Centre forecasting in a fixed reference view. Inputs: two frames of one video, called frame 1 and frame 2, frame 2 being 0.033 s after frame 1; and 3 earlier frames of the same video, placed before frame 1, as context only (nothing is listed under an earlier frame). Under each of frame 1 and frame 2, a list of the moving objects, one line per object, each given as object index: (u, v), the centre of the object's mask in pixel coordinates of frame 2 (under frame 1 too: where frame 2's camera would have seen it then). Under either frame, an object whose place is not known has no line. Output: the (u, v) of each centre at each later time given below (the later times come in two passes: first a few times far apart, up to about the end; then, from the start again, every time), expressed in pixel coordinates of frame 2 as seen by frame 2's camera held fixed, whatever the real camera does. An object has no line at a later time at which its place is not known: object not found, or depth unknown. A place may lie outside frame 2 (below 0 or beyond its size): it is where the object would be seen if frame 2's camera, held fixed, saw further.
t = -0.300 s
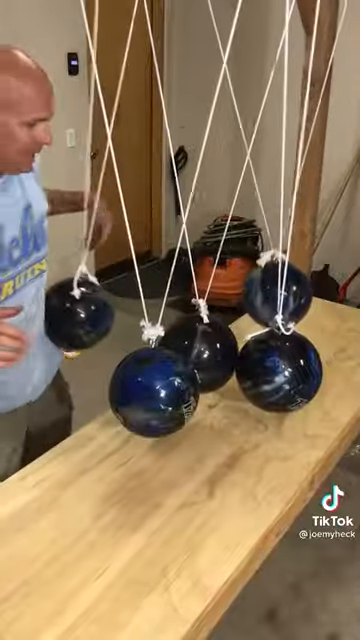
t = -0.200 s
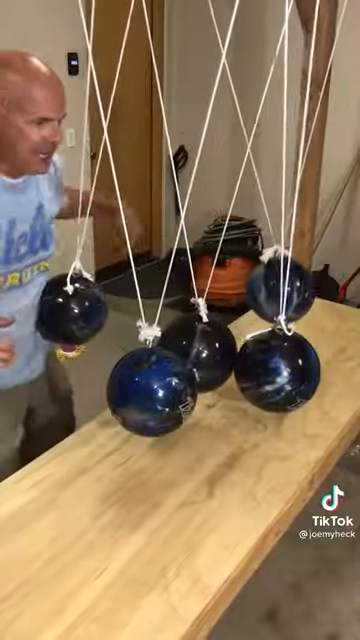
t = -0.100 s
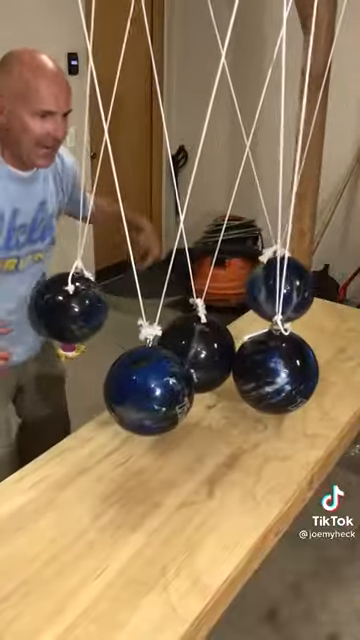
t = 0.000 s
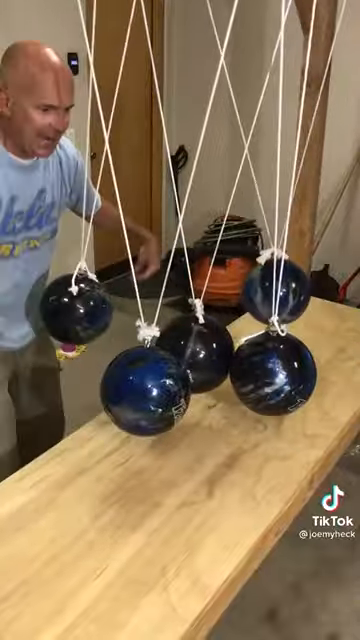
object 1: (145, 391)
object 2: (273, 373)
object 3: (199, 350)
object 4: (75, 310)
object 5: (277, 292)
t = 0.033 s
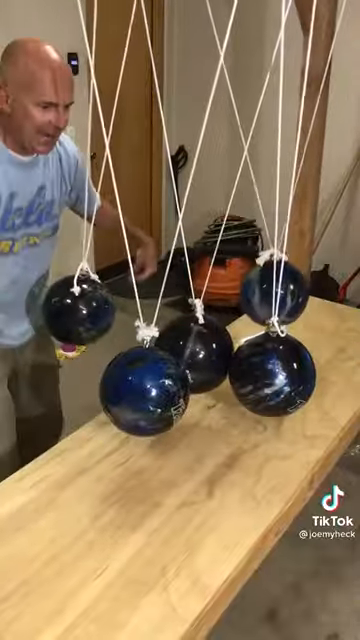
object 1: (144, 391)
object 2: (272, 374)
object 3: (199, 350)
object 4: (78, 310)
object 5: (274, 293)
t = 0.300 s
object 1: (143, 395)
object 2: (268, 383)
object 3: (196, 353)
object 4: (109, 328)
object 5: (248, 311)
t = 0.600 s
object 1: (114, 416)
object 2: (310, 400)
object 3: (191, 364)
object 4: (134, 335)
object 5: (240, 326)
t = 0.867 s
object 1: (81, 429)
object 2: (333, 406)
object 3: (189, 366)
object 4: (135, 337)
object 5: (237, 327)
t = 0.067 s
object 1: (144, 391)
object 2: (272, 376)
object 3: (198, 350)
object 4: (81, 312)
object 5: (272, 295)
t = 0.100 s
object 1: (143, 392)
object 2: (271, 376)
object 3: (197, 351)
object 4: (84, 314)
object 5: (270, 297)
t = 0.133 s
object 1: (142, 392)
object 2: (270, 377)
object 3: (197, 351)
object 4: (89, 316)
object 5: (266, 299)
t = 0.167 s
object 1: (142, 392)
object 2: (270, 379)
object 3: (198, 352)
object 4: (93, 318)
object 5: (261, 302)
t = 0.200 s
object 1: (142, 393)
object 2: (269, 380)
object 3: (197, 352)
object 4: (97, 321)
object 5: (257, 305)
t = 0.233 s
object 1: (142, 393)
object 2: (269, 381)
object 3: (197, 352)
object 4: (101, 324)
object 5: (256, 307)
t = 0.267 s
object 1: (143, 394)
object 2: (269, 381)
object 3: (197, 353)
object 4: (106, 325)
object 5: (252, 309)
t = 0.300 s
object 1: (143, 395)
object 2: (268, 383)
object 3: (196, 353)
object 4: (109, 328)
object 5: (248, 311)
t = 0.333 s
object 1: (143, 396)
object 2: (268, 384)
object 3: (197, 354)
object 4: (112, 330)
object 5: (245, 312)
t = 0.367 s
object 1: (144, 396)
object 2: (268, 384)
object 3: (196, 354)
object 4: (114, 332)
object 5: (241, 315)
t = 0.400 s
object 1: (144, 397)
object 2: (268, 385)
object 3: (195, 354)
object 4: (121, 331)
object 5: (239, 317)
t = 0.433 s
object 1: (141, 400)
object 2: (274, 388)
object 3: (196, 355)
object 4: (129, 328)
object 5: (240, 318)
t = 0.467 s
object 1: (136, 403)
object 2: (282, 391)
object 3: (194, 358)
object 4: (130, 331)
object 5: (240, 320)
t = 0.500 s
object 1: (130, 407)
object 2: (289, 394)
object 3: (192, 360)
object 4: (133, 332)
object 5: (240, 323)
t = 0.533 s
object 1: (126, 410)
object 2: (296, 396)
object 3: (190, 361)
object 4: (131, 333)
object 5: (241, 325)
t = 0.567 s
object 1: (120, 414)
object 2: (303, 398)
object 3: (191, 362)
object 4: (133, 336)
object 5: (241, 325)
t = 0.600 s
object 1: (114, 416)
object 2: (310, 400)
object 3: (191, 364)
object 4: (134, 335)
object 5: (240, 326)
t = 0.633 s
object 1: (109, 419)
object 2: (315, 402)
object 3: (191, 364)
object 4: (135, 336)
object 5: (240, 326)
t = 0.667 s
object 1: (101, 422)
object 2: (319, 403)
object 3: (190, 364)
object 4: (141, 337)
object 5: (240, 327)
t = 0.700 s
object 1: (97, 424)
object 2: (323, 404)
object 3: (191, 365)
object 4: (140, 337)
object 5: (239, 327)
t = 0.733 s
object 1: (92, 425)
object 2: (325, 405)
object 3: (190, 365)
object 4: (138, 337)
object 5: (239, 327)
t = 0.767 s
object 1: (88, 426)
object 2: (328, 405)
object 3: (190, 365)
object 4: (137, 337)
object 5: (238, 327)
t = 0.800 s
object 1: (85, 427)
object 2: (330, 405)
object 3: (189, 366)
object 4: (136, 336)
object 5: (238, 327)
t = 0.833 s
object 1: (82, 428)
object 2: (331, 406)
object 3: (189, 366)
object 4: (135, 337)
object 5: (238, 327)
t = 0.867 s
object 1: (81, 429)
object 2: (333, 406)
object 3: (189, 366)
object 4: (135, 337)
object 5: (237, 327)
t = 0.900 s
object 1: (80, 429)
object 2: (333, 405)
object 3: (189, 366)
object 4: (135, 337)
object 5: (237, 327)
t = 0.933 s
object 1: (80, 429)
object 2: (333, 405)
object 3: (189, 366)
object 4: (135, 337)
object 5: (237, 327)
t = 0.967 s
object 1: (81, 429)
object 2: (333, 404)
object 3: (189, 366)
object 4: (136, 338)
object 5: (238, 327)
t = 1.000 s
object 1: (83, 428)
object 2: (333, 403)
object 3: (189, 366)
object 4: (136, 338)
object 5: (238, 327)
